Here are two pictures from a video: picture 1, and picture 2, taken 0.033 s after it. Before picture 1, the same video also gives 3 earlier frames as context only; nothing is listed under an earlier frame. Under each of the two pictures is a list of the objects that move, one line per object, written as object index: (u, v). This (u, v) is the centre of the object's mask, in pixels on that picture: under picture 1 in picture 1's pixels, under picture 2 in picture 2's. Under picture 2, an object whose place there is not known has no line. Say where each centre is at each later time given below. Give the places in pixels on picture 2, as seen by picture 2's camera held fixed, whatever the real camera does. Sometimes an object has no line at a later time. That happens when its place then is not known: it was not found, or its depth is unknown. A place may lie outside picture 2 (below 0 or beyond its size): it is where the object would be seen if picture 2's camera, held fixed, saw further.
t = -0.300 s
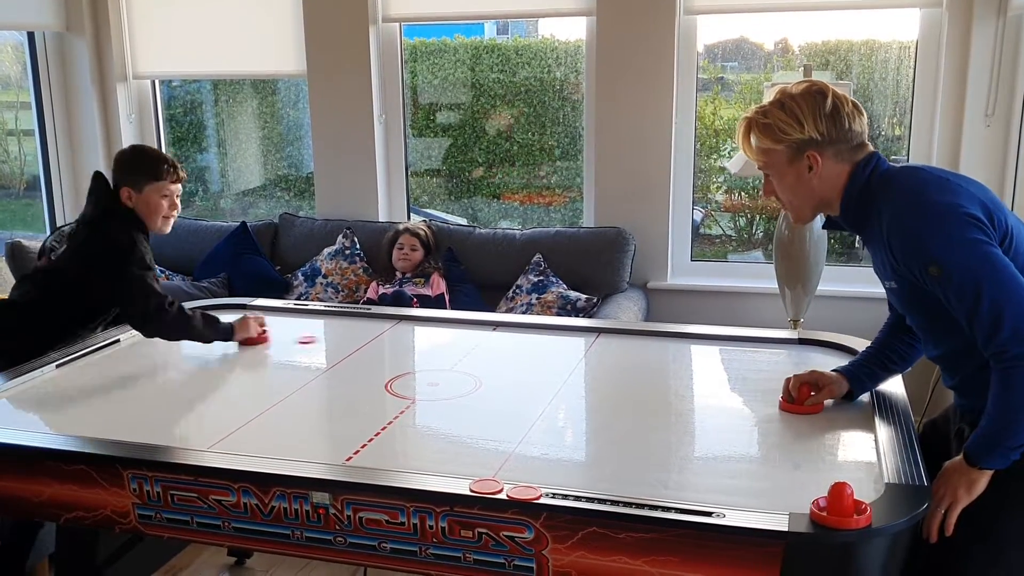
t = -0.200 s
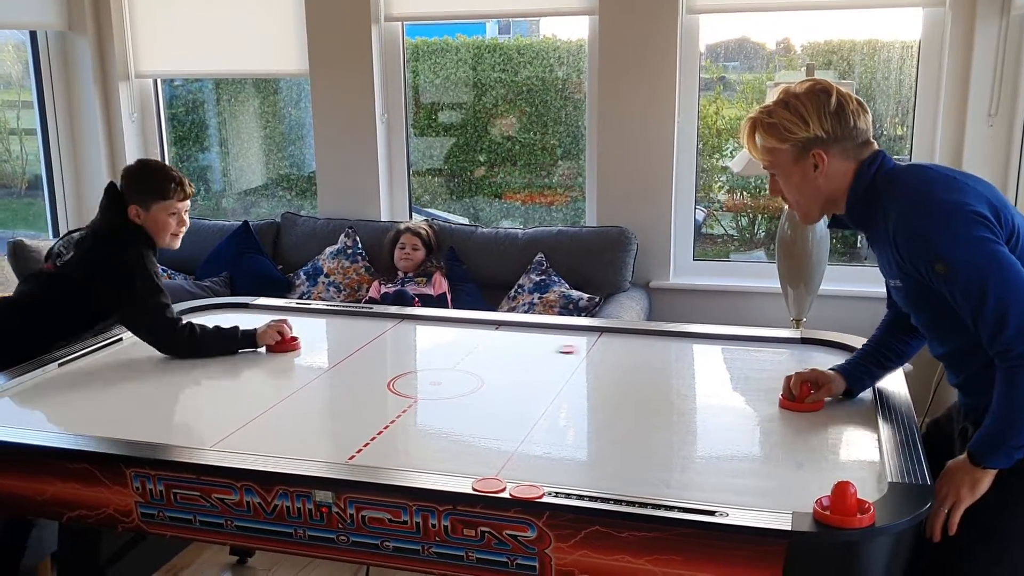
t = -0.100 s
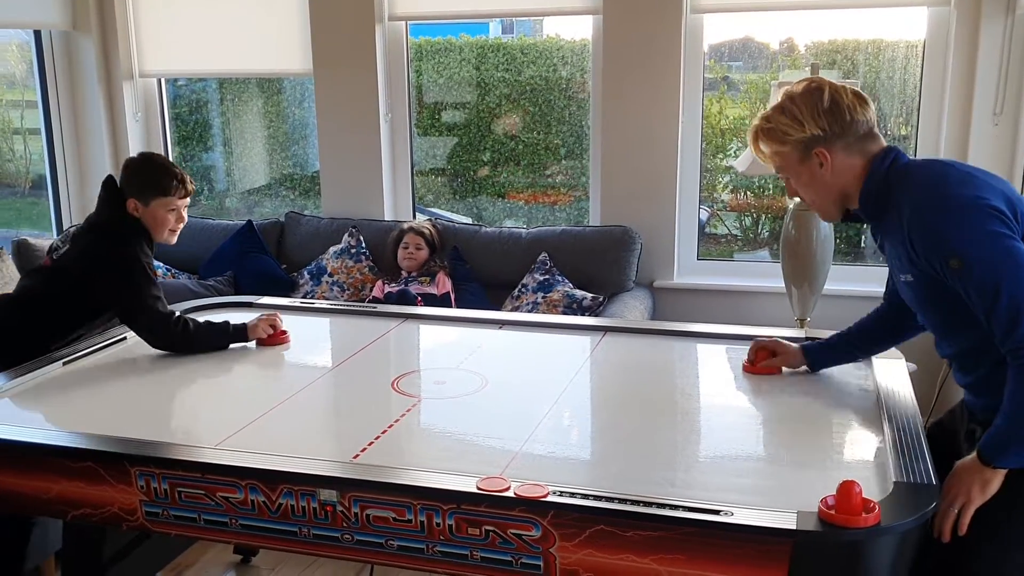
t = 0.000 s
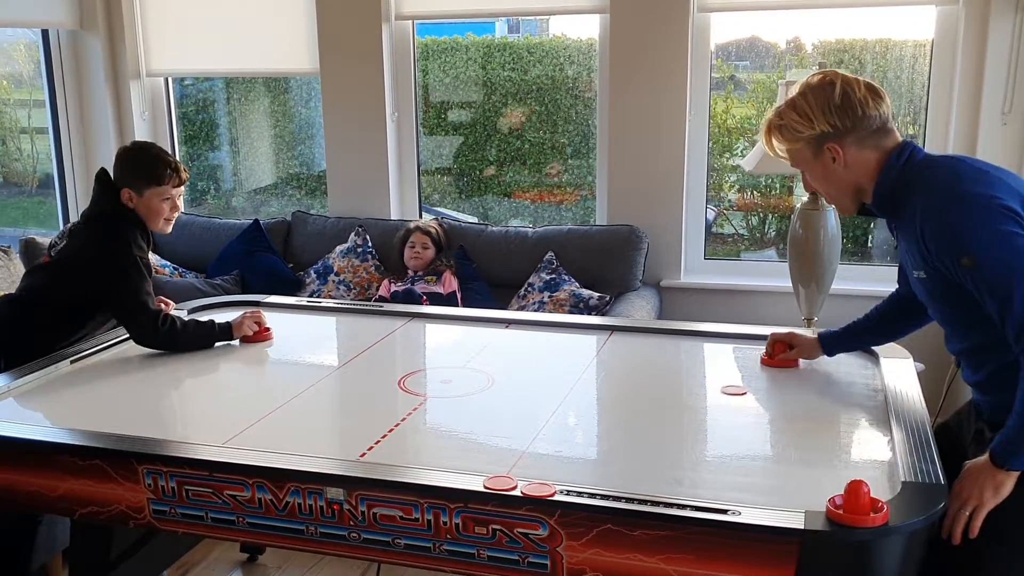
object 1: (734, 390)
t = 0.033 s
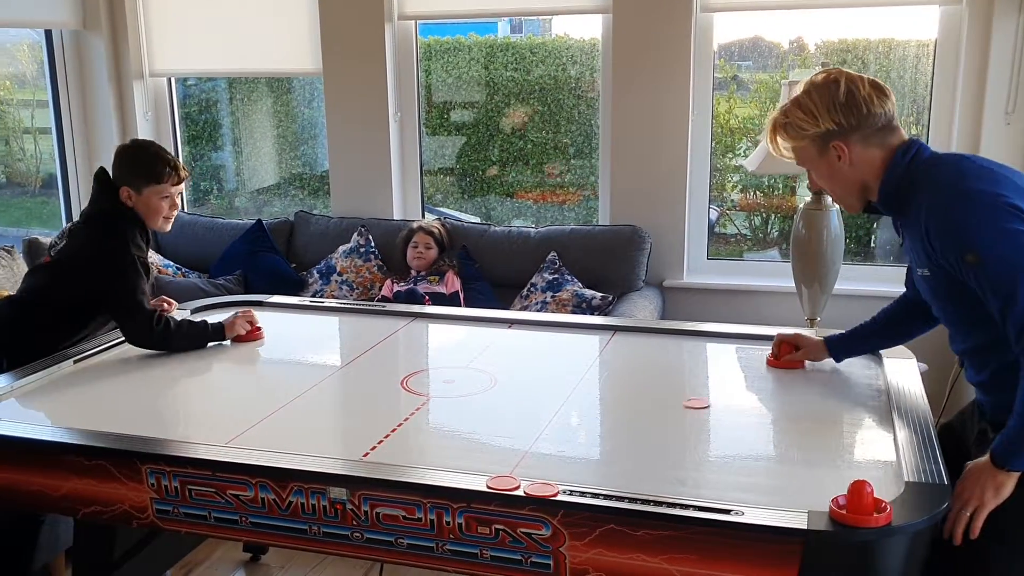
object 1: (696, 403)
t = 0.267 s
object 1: (444, 430)
